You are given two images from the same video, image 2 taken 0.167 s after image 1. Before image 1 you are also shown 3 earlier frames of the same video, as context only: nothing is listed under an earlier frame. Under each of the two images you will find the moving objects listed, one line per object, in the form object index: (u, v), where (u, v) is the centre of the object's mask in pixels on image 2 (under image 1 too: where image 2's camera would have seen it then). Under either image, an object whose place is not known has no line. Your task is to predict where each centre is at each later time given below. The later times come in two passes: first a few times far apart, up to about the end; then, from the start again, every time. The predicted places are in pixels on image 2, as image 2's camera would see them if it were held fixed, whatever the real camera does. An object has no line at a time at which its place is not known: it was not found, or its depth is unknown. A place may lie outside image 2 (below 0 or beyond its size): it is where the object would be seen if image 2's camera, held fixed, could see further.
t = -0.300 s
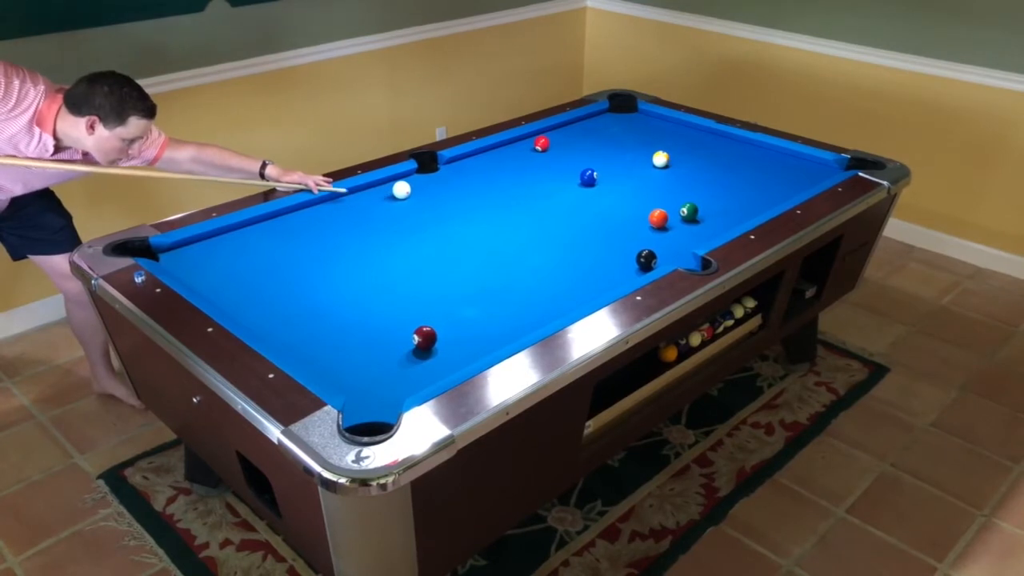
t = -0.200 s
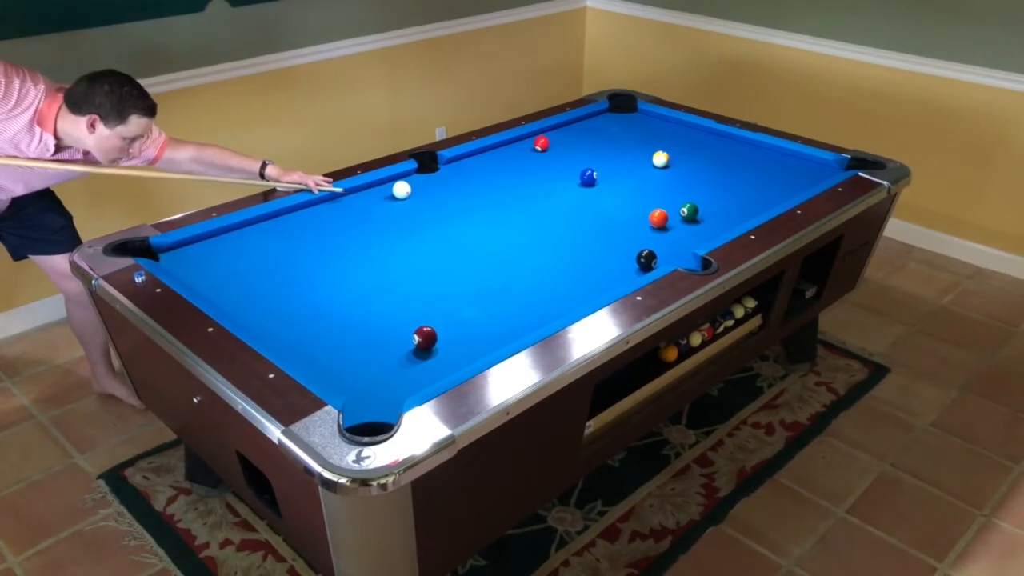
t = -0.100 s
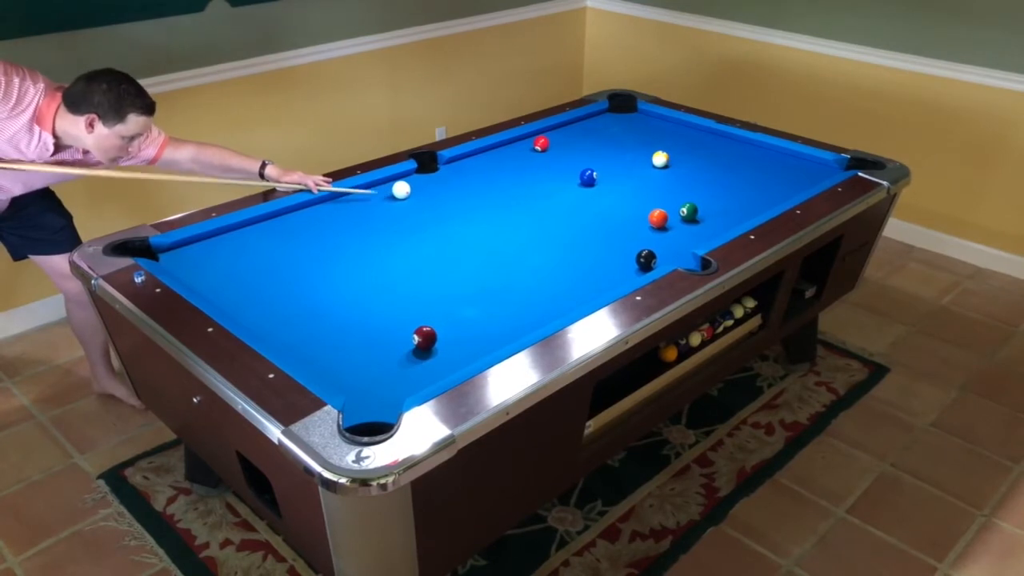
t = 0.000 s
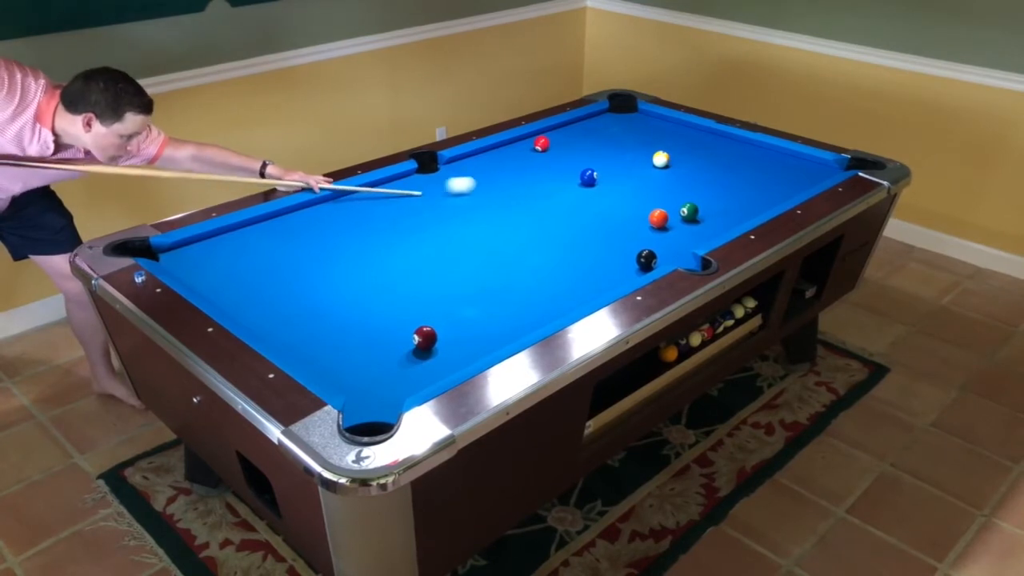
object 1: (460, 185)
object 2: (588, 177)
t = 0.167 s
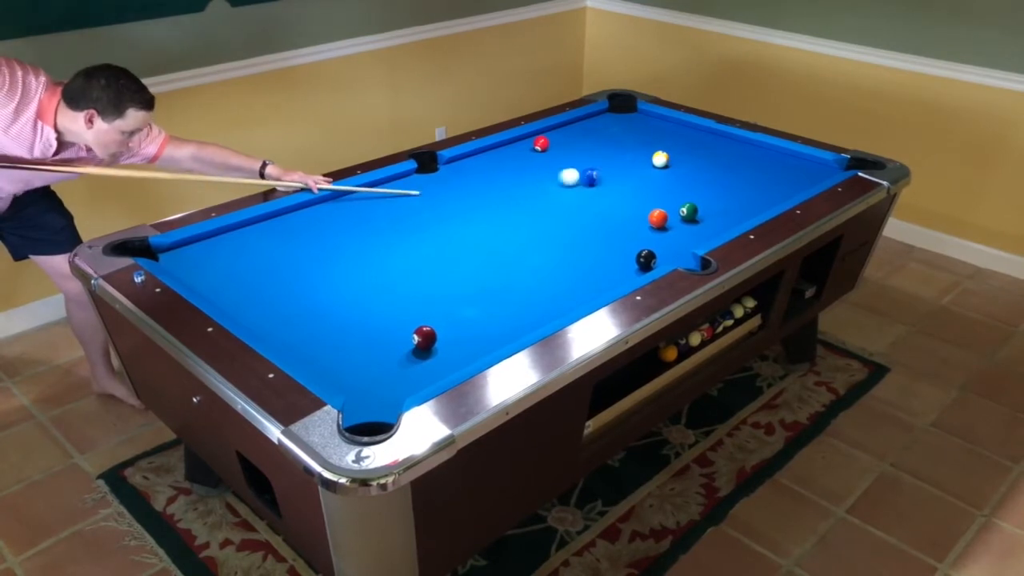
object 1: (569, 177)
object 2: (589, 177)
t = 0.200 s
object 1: (570, 176)
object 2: (609, 177)
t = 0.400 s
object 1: (560, 173)
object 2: (711, 174)
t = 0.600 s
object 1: (550, 170)
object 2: (799, 173)
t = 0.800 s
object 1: (541, 168)
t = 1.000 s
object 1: (533, 166)
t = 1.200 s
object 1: (526, 164)
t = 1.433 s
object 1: (519, 162)
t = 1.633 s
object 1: (513, 160)
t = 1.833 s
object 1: (508, 159)
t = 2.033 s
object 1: (505, 158)
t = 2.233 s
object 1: (502, 157)
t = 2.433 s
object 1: (500, 157)
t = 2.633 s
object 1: (499, 157)
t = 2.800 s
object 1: (499, 157)
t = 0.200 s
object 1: (570, 176)
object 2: (609, 177)
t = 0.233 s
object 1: (569, 175)
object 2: (629, 177)
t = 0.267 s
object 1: (567, 175)
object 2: (647, 176)
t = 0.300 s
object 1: (565, 174)
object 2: (663, 176)
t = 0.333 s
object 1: (563, 174)
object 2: (680, 175)
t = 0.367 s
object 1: (561, 174)
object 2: (696, 175)
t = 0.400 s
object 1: (560, 173)
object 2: (711, 174)
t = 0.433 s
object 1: (558, 173)
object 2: (725, 175)
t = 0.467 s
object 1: (557, 172)
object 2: (742, 174)
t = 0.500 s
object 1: (555, 172)
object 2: (755, 173)
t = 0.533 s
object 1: (553, 171)
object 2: (770, 174)
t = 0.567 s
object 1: (551, 171)
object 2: (785, 172)
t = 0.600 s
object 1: (550, 170)
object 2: (799, 173)
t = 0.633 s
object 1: (548, 170)
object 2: (812, 171)
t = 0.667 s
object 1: (546, 169)
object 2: (825, 172)
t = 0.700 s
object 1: (545, 169)
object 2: (841, 166)
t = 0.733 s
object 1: (544, 169)
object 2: (850, 165)
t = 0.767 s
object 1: (542, 168)
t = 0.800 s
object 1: (541, 168)
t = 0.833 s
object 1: (539, 167)
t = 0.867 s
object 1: (538, 167)
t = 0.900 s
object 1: (536, 167)
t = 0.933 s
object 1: (535, 166)
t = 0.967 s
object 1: (534, 166)
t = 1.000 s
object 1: (533, 166)
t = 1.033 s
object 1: (531, 166)
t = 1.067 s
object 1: (530, 165)
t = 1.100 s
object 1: (529, 165)
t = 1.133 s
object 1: (528, 164)
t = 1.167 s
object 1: (527, 164)
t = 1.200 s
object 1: (526, 164)
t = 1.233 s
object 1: (525, 163)
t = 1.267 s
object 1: (523, 163)
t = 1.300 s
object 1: (522, 163)
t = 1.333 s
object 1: (521, 162)
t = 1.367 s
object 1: (520, 162)
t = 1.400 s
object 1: (520, 162)
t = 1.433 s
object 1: (519, 162)
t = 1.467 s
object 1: (517, 162)
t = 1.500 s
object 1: (517, 161)
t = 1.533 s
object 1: (515, 161)
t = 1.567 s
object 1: (515, 161)
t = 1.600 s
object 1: (514, 161)
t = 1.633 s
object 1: (513, 160)
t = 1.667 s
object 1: (512, 160)
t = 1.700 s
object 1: (512, 160)
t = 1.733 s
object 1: (511, 160)
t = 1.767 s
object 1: (510, 160)
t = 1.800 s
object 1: (509, 159)
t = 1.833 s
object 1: (508, 159)
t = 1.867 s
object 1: (508, 159)
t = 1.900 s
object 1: (507, 159)
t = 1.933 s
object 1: (507, 159)
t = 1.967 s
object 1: (506, 158)
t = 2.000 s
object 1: (506, 158)
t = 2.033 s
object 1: (505, 158)
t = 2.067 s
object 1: (504, 158)
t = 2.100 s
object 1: (504, 158)
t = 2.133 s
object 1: (504, 158)
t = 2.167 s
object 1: (503, 158)
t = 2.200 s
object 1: (503, 158)
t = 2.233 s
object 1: (502, 157)
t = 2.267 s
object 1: (502, 157)
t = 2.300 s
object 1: (501, 157)
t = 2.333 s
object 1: (501, 157)
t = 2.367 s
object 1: (501, 157)
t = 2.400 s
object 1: (501, 157)
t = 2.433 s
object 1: (500, 157)
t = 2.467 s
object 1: (500, 156)
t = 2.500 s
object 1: (500, 157)
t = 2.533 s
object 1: (500, 157)
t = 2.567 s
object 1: (500, 157)
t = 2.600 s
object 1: (500, 157)
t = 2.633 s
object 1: (499, 157)
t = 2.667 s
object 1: (499, 156)
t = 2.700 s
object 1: (499, 156)
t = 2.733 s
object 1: (499, 156)
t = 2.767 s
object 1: (499, 157)
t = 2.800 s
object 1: (499, 157)
